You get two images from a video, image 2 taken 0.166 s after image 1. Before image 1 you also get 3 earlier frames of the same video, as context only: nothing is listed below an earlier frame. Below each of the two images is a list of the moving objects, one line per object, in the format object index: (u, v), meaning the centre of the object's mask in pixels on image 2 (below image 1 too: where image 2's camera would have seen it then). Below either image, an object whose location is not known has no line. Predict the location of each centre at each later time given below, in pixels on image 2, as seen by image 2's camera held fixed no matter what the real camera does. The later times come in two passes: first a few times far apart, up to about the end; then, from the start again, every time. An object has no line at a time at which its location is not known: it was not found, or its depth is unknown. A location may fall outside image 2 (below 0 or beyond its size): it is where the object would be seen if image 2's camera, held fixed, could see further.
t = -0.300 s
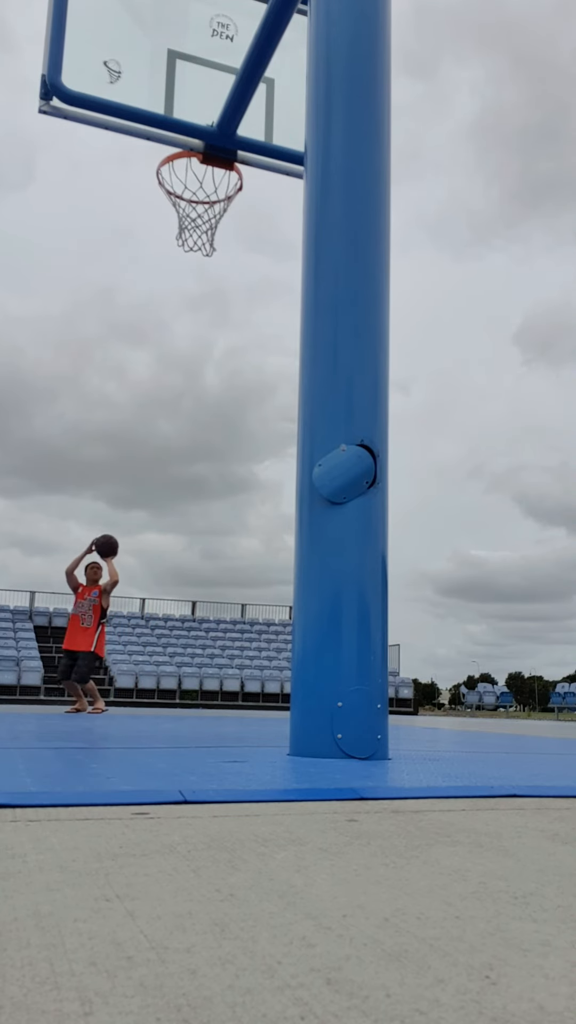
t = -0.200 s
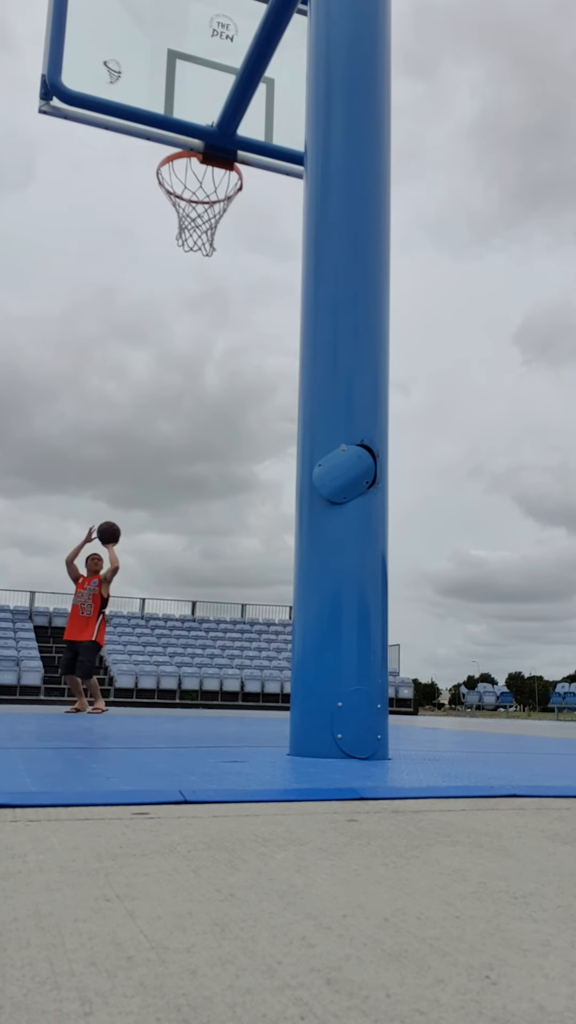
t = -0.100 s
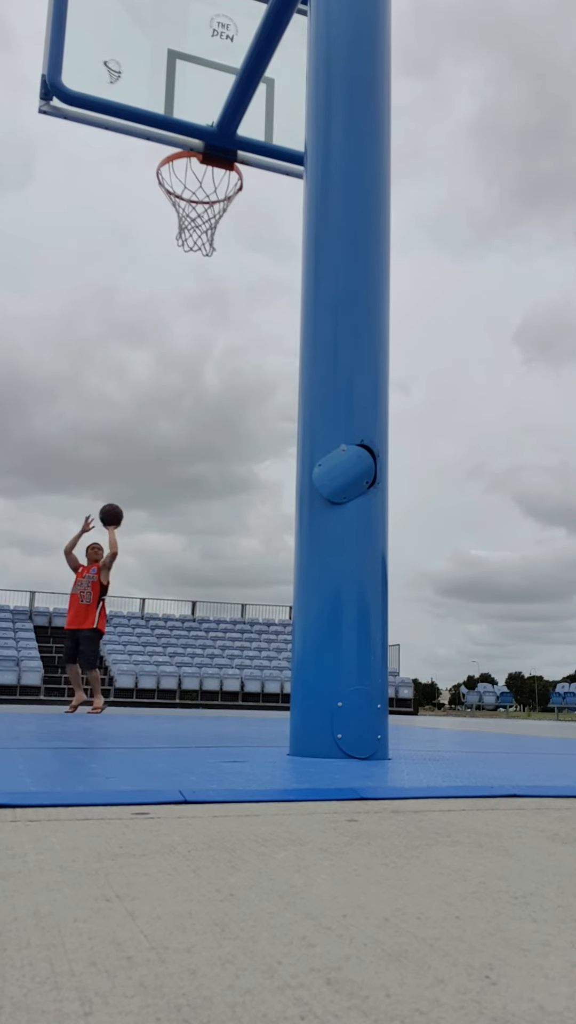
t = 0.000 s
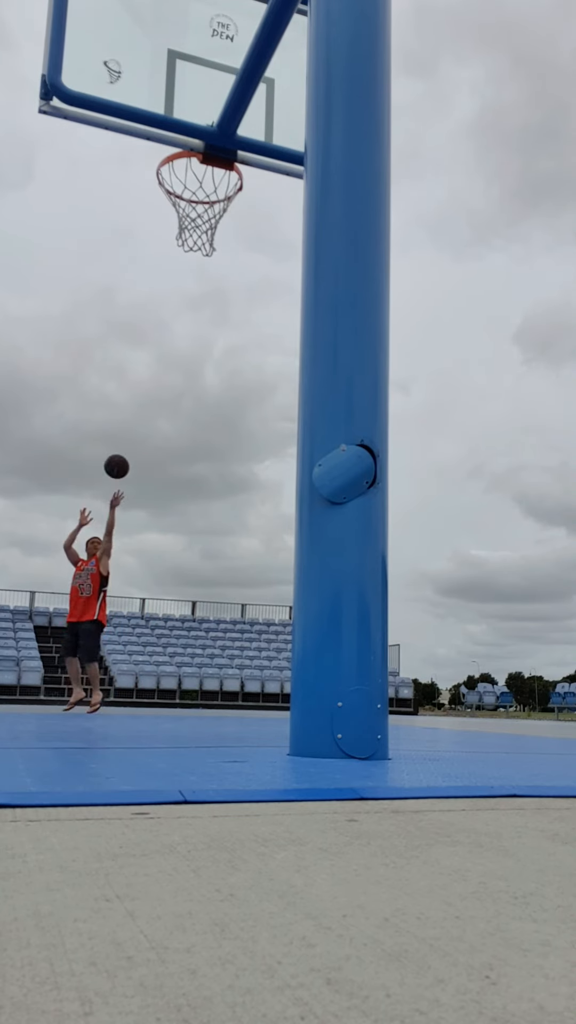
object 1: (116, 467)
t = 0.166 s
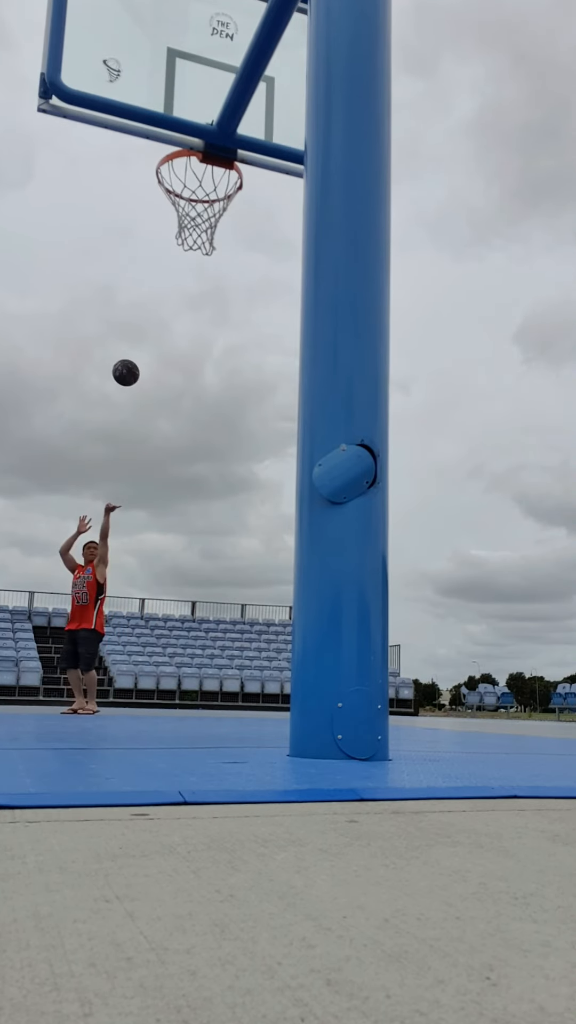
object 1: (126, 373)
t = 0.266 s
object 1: (131, 324)
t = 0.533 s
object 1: (145, 226)
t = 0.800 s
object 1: (155, 196)
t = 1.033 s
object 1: (17, 290)
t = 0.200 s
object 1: (127, 355)
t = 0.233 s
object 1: (129, 339)
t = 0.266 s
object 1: (131, 324)
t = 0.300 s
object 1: (133, 309)
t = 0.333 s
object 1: (134, 294)
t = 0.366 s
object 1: (136, 281)
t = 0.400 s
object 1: (138, 268)
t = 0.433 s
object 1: (140, 256)
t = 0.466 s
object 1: (142, 245)
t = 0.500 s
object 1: (144, 235)
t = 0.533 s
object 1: (145, 226)
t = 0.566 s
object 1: (147, 218)
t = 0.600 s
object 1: (149, 210)
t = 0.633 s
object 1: (151, 204)
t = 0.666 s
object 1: (152, 200)
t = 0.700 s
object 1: (152, 197)
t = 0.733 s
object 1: (153, 196)
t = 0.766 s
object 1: (154, 195)
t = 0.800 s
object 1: (155, 196)
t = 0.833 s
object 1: (146, 201)
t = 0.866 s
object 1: (124, 212)
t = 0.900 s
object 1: (103, 225)
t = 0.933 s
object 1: (81, 239)
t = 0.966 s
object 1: (59, 255)
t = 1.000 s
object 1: (37, 272)
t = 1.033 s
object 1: (17, 290)
